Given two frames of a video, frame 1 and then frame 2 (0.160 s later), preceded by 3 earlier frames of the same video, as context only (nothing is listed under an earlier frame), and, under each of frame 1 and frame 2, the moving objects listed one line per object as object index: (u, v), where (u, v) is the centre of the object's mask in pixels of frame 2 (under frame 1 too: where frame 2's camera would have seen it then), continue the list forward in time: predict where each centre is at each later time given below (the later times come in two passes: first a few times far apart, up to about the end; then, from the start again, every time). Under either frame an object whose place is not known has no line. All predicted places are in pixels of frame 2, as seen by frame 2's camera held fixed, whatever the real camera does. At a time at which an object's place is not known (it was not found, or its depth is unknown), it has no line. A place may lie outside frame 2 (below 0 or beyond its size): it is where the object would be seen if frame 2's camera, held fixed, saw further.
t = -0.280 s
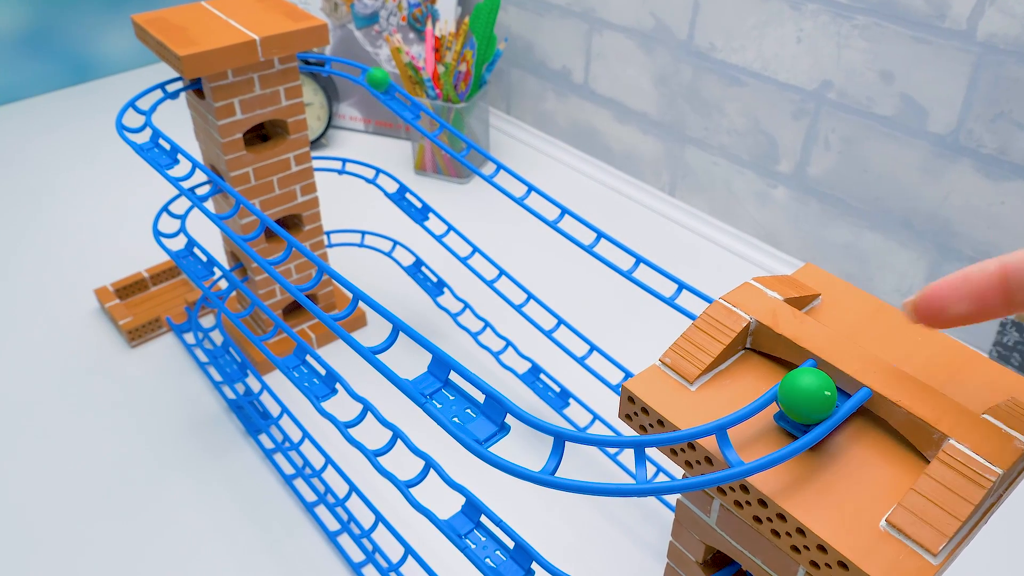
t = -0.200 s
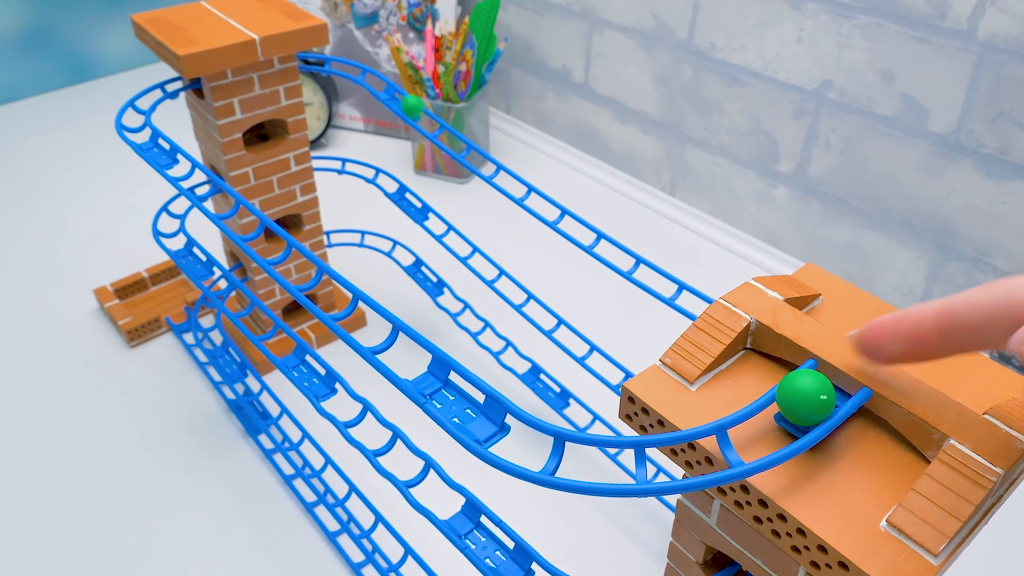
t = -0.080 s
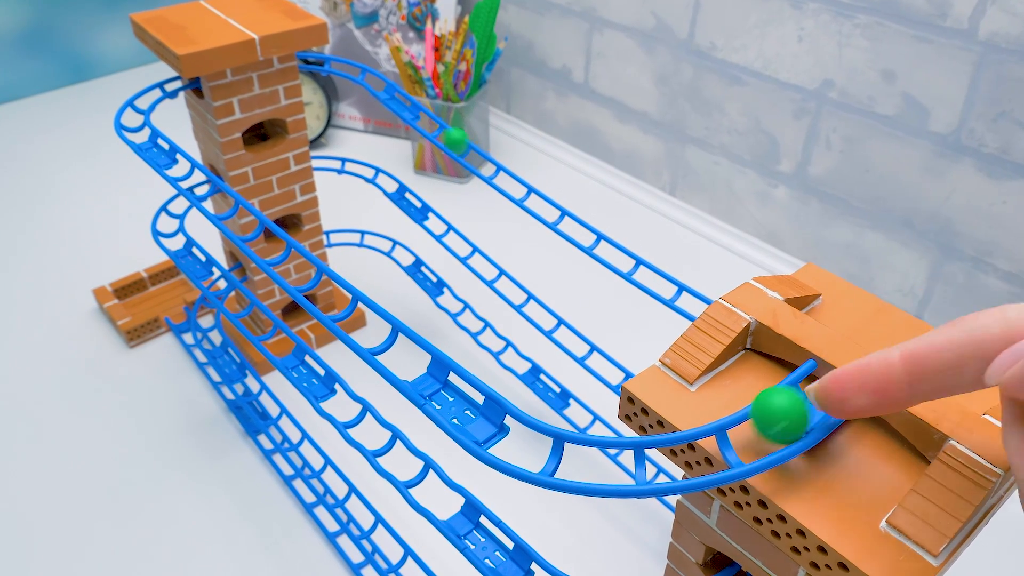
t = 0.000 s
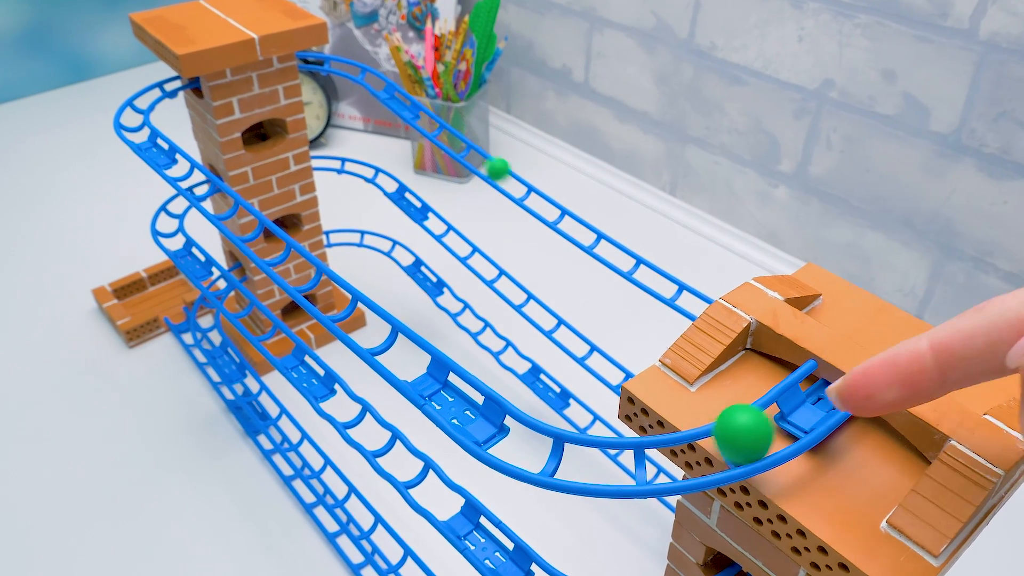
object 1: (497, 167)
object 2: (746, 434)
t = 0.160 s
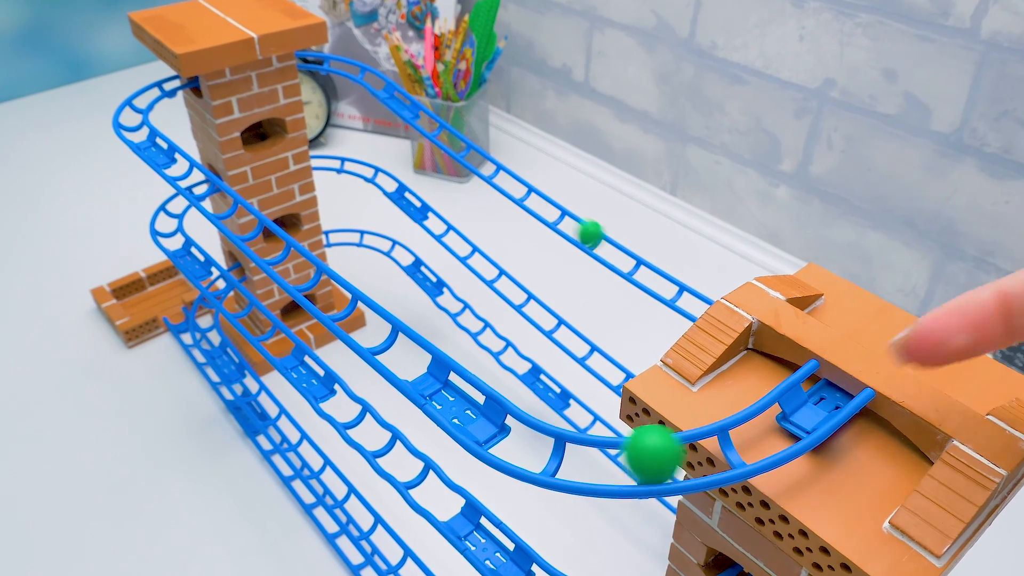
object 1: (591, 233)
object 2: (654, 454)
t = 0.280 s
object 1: (663, 279)
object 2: (567, 449)
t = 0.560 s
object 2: (387, 336)
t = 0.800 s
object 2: (282, 253)
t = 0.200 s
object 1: (613, 247)
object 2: (626, 454)
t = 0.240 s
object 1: (638, 262)
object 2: (597, 453)
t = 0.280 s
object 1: (663, 279)
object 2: (567, 449)
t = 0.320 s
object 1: (690, 295)
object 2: (539, 443)
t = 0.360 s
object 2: (498, 423)
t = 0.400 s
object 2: (478, 411)
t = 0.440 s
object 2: (451, 388)
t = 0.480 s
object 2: (434, 374)
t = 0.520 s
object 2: (417, 361)
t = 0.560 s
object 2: (387, 336)
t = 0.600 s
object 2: (370, 323)
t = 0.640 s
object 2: (352, 309)
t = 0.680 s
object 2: (337, 298)
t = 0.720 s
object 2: (320, 285)
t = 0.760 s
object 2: (297, 265)
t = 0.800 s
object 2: (282, 253)
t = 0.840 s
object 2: (268, 241)
